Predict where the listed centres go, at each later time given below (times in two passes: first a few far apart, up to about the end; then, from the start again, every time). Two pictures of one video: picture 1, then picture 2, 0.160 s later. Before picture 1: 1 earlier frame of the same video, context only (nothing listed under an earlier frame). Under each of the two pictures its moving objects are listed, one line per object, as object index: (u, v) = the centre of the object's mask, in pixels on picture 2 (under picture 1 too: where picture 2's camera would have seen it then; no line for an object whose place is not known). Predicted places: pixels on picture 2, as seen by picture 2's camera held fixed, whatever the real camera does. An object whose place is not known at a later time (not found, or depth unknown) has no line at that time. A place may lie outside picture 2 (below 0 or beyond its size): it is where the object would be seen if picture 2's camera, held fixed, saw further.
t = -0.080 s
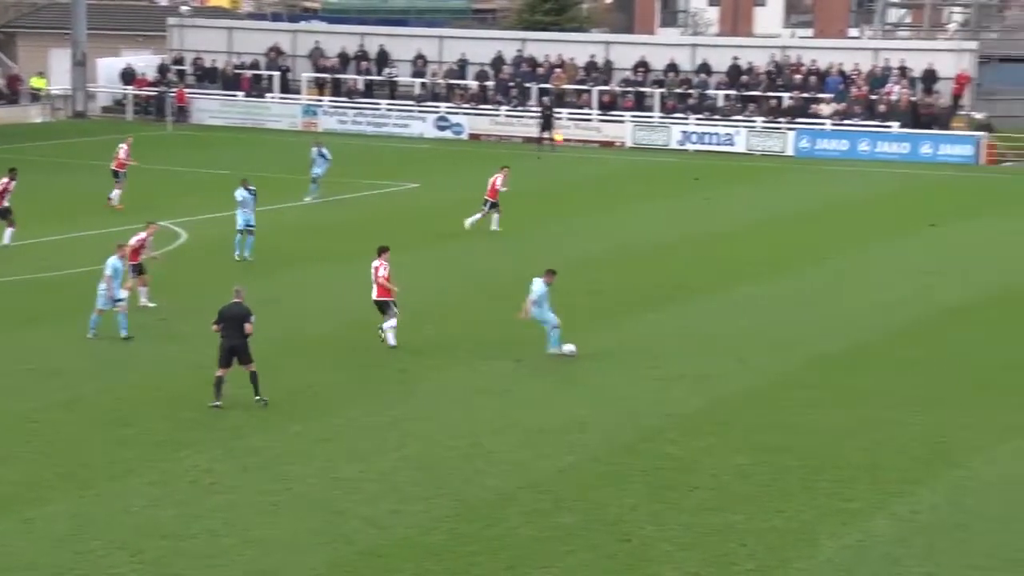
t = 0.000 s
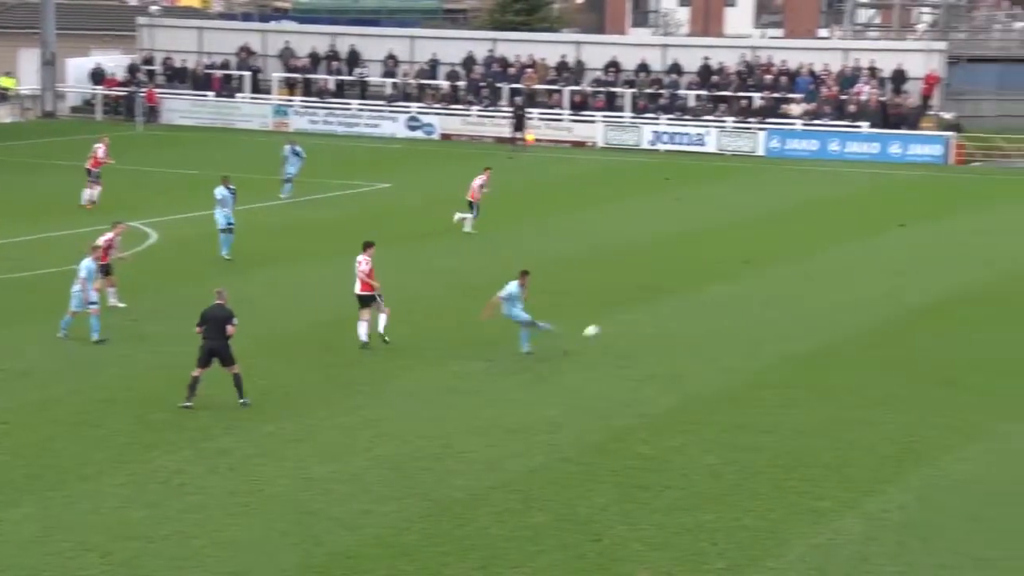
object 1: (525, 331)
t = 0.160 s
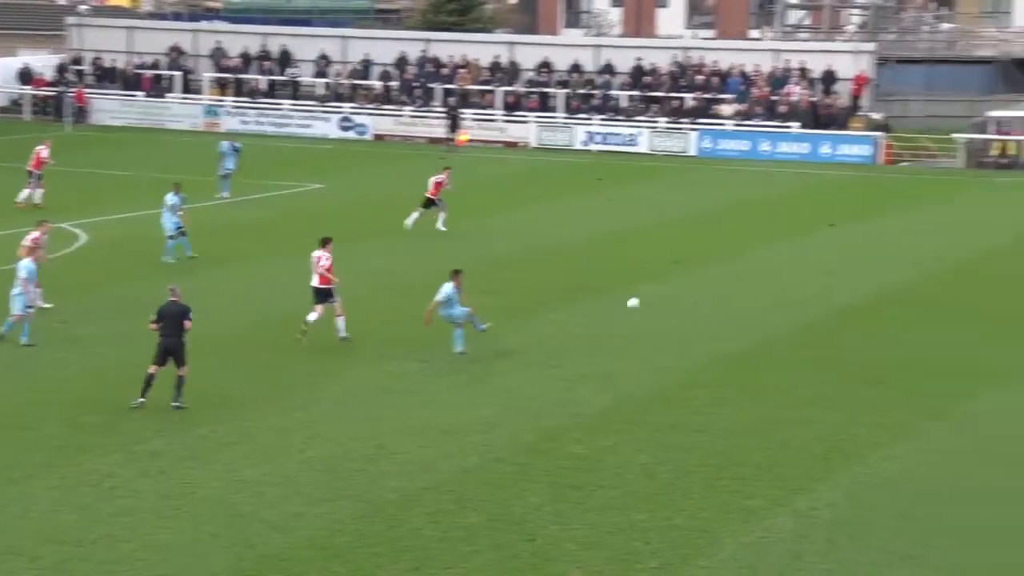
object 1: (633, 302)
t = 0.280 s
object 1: (701, 296)
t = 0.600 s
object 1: (826, 263)
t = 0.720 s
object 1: (863, 261)
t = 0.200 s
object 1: (657, 300)
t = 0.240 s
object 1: (680, 297)
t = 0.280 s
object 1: (701, 296)
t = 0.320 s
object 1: (722, 296)
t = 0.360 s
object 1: (742, 296)
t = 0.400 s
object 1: (757, 287)
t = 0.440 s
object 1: (772, 281)
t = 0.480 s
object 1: (786, 275)
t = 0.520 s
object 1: (800, 270)
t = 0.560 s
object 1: (813, 266)
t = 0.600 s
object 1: (826, 263)
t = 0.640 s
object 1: (839, 262)
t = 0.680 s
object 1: (851, 261)
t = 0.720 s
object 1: (863, 261)
